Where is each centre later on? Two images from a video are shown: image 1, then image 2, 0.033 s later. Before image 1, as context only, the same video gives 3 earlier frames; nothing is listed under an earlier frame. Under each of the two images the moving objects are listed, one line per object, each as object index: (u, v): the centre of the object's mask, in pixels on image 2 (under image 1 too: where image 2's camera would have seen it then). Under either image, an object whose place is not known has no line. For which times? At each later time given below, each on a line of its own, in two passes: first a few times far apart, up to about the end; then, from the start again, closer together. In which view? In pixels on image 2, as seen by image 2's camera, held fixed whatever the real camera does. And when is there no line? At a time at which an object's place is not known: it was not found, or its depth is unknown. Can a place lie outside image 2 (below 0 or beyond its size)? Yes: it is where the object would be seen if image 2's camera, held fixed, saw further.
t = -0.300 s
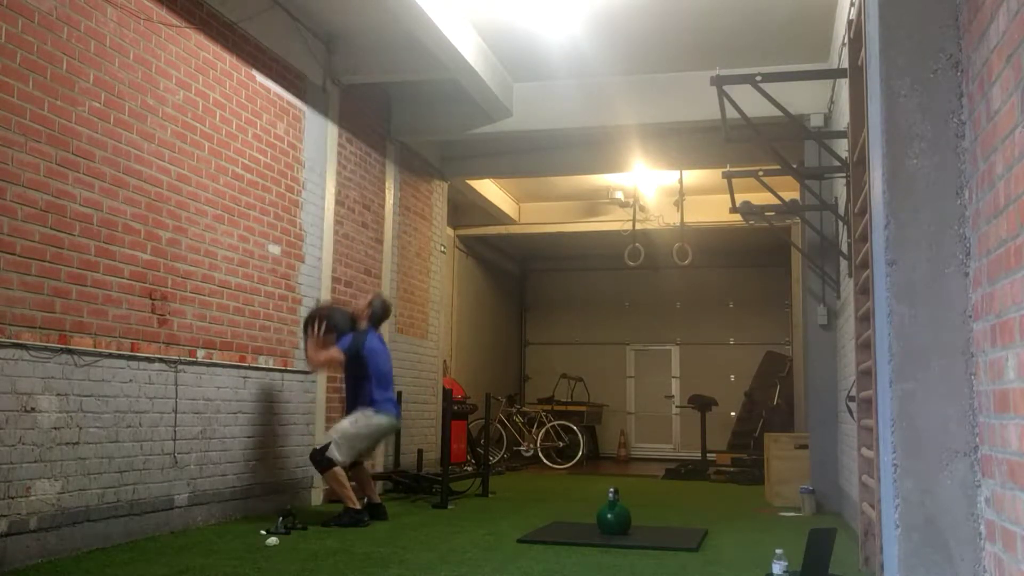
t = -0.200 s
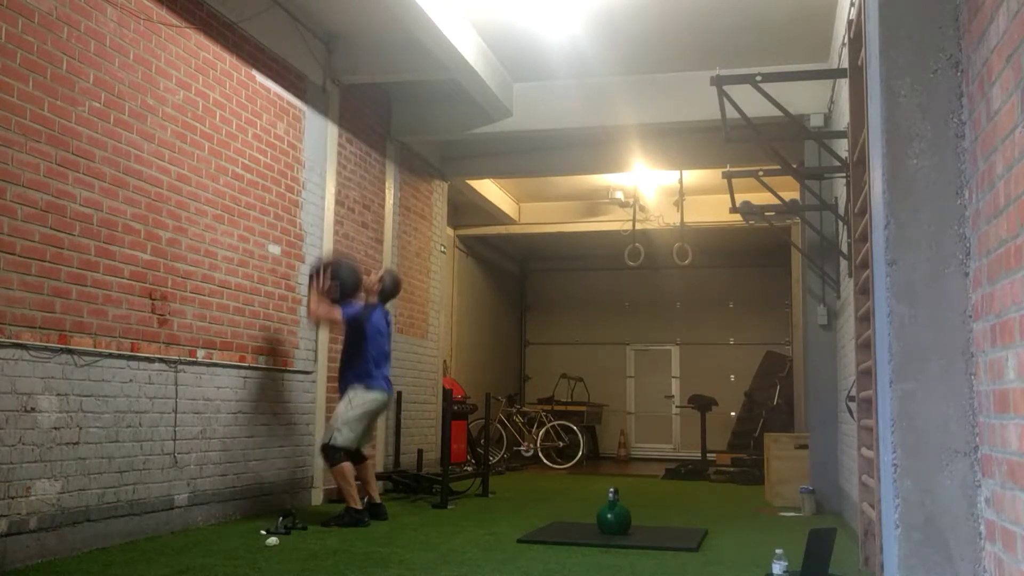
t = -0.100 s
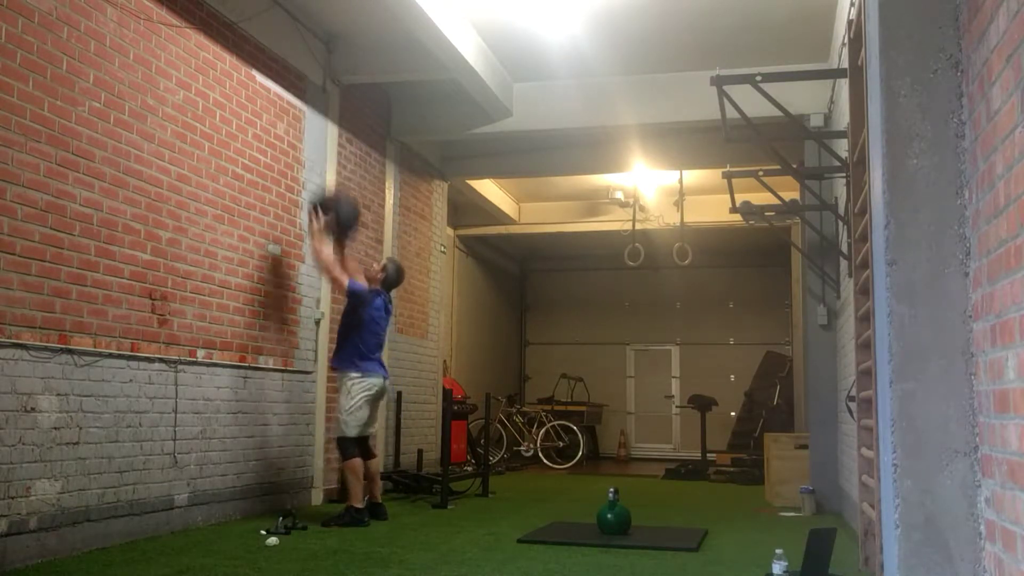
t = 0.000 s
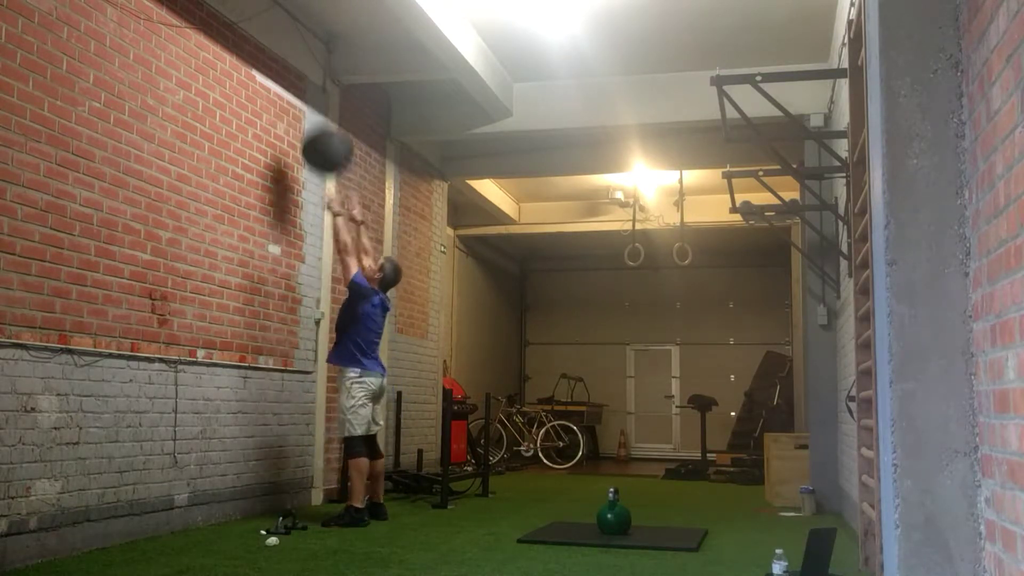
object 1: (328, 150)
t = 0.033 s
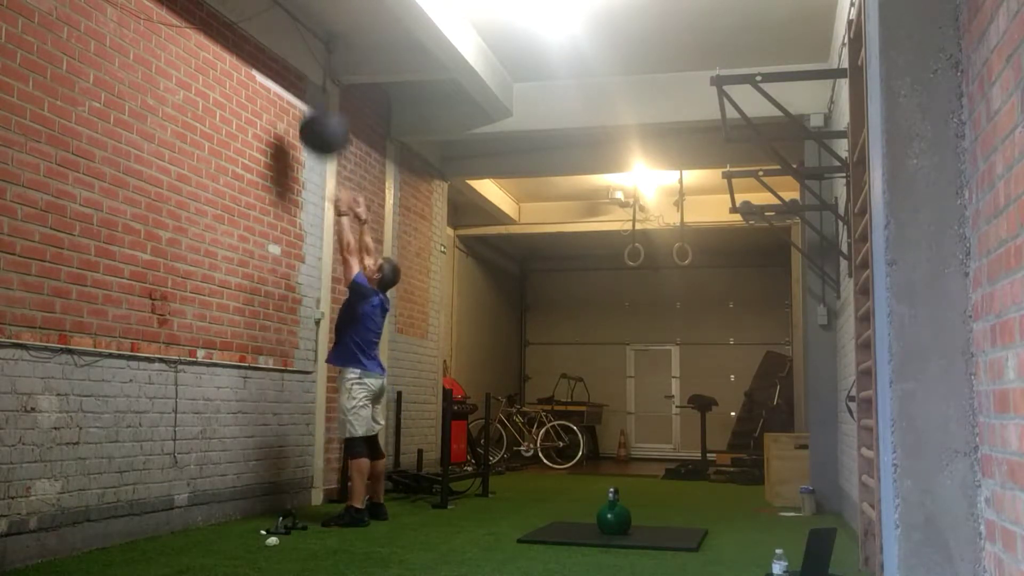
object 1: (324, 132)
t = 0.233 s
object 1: (309, 60)
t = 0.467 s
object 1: (307, 47)
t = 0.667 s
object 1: (319, 91)
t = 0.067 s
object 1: (322, 114)
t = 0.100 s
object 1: (319, 100)
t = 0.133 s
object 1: (317, 90)
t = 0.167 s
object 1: (314, 78)
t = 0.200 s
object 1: (312, 69)
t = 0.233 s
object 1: (309, 60)
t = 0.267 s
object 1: (304, 54)
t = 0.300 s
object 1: (301, 50)
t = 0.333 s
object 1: (300, 47)
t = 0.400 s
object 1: (302, 45)
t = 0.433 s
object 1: (304, 45)
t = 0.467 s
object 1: (307, 47)
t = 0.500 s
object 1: (311, 50)
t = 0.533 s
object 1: (312, 55)
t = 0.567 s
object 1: (314, 61)
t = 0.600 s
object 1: (317, 69)
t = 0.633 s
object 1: (318, 80)
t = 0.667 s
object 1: (319, 91)
